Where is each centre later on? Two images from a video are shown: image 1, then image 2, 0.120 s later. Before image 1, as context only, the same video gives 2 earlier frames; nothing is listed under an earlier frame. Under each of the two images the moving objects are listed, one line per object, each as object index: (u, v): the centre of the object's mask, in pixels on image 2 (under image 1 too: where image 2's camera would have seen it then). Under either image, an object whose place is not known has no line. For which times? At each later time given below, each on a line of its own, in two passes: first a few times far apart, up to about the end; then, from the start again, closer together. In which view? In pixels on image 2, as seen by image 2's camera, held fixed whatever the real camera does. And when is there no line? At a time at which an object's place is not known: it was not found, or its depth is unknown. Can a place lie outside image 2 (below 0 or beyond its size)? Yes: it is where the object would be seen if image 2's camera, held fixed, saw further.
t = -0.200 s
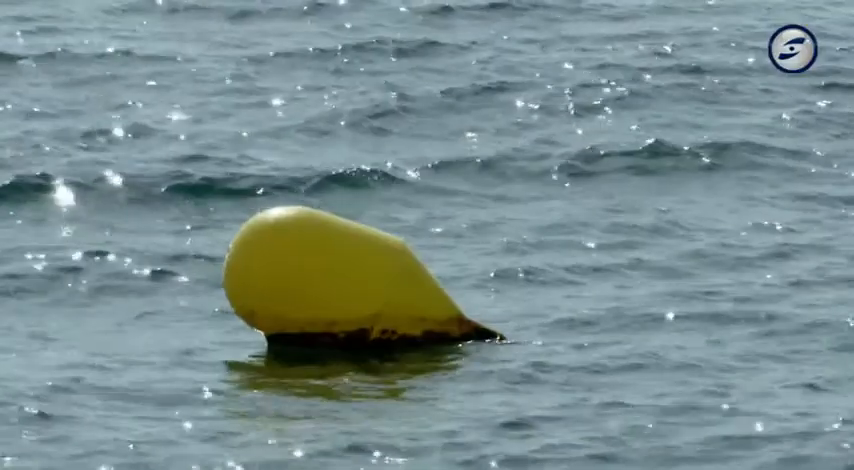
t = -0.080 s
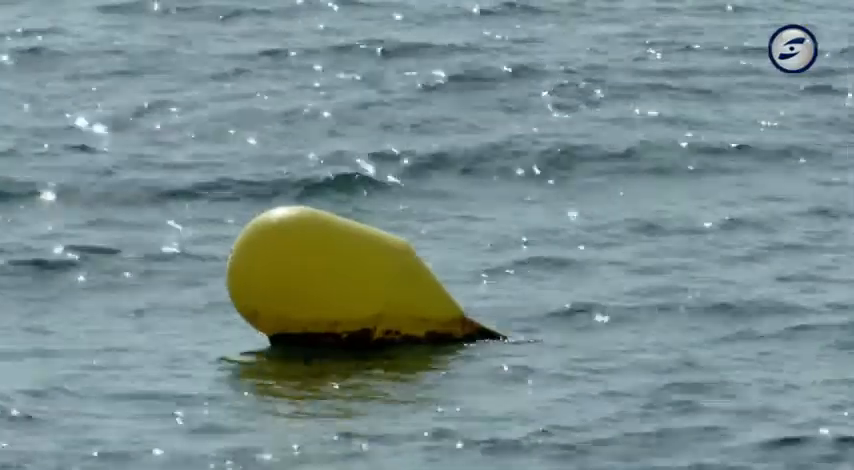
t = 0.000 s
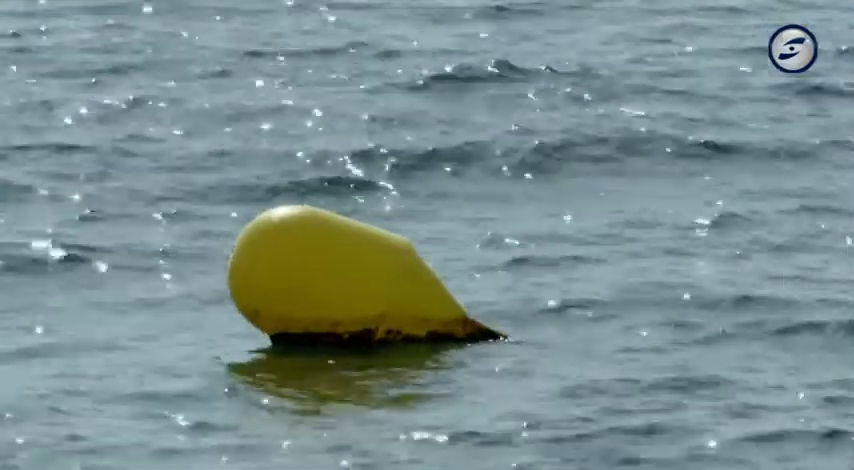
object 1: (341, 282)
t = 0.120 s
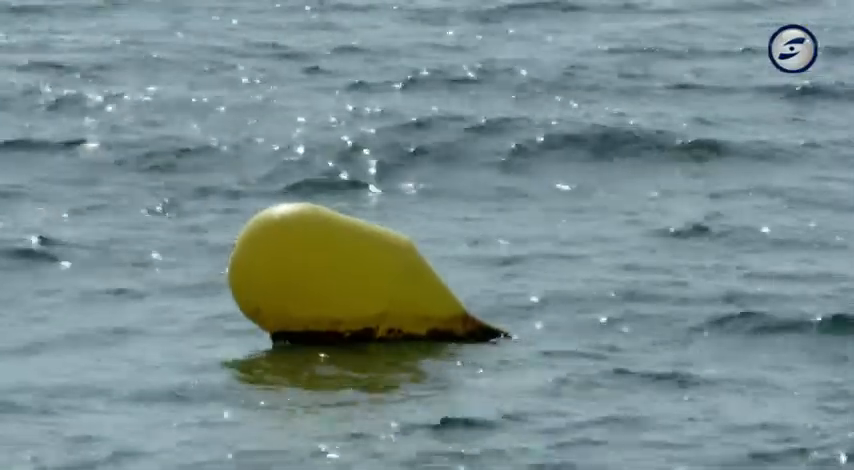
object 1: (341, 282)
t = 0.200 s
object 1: (342, 282)
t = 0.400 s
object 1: (343, 282)
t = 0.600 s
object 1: (344, 281)
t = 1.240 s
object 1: (345, 263)
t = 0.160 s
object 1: (342, 282)
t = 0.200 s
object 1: (342, 282)
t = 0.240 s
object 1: (342, 282)
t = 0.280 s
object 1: (343, 282)
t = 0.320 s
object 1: (343, 282)
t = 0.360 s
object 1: (343, 282)
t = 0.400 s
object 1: (343, 282)
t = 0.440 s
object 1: (343, 282)
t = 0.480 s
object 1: (343, 282)
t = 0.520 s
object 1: (343, 282)
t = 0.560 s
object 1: (344, 281)
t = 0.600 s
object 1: (344, 281)
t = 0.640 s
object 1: (344, 280)
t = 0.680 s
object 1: (344, 278)
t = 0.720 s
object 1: (344, 278)
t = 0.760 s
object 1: (344, 277)
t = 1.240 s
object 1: (345, 263)
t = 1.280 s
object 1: (348, 261)
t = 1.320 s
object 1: (349, 260)
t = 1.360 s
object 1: (352, 259)
